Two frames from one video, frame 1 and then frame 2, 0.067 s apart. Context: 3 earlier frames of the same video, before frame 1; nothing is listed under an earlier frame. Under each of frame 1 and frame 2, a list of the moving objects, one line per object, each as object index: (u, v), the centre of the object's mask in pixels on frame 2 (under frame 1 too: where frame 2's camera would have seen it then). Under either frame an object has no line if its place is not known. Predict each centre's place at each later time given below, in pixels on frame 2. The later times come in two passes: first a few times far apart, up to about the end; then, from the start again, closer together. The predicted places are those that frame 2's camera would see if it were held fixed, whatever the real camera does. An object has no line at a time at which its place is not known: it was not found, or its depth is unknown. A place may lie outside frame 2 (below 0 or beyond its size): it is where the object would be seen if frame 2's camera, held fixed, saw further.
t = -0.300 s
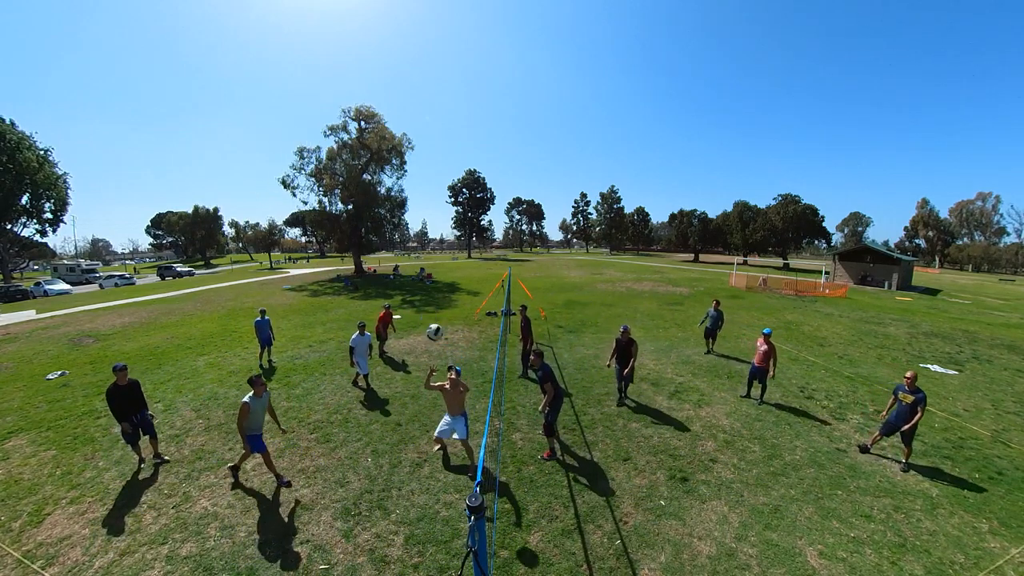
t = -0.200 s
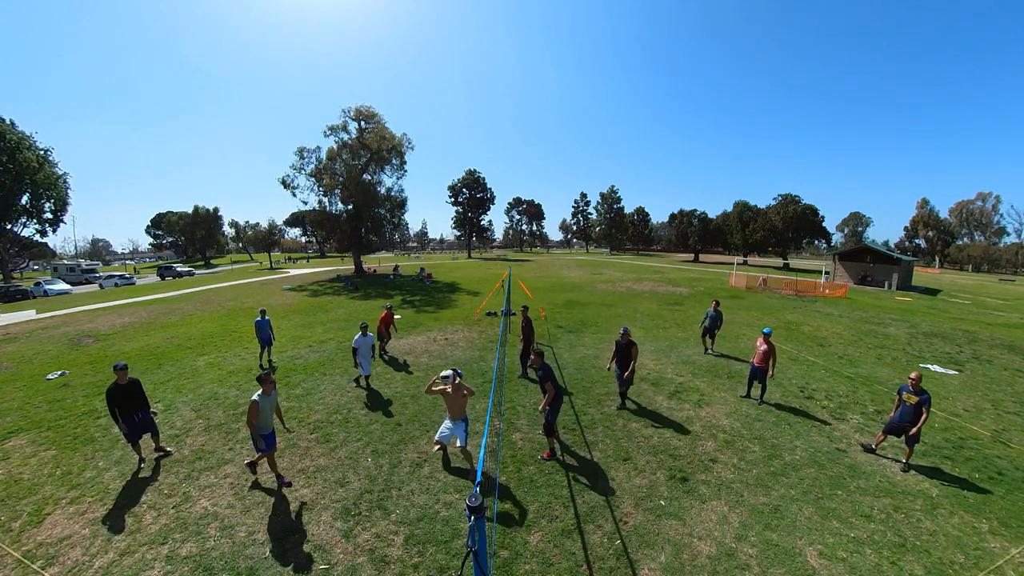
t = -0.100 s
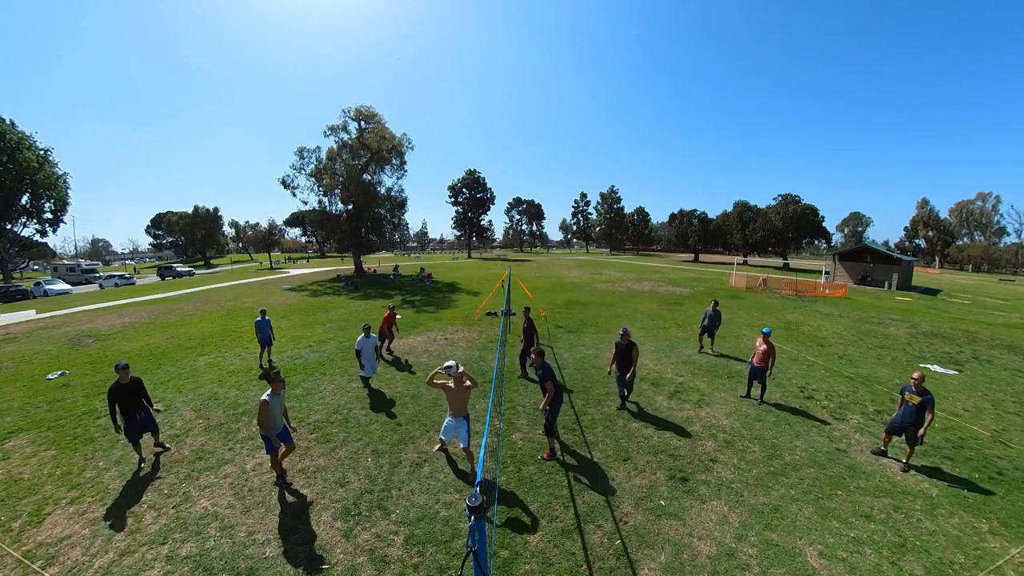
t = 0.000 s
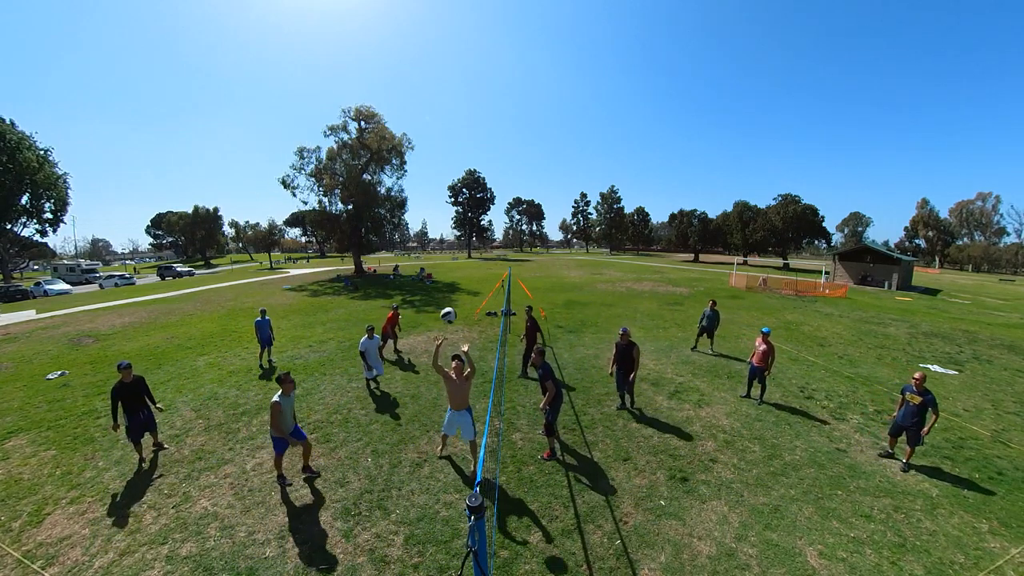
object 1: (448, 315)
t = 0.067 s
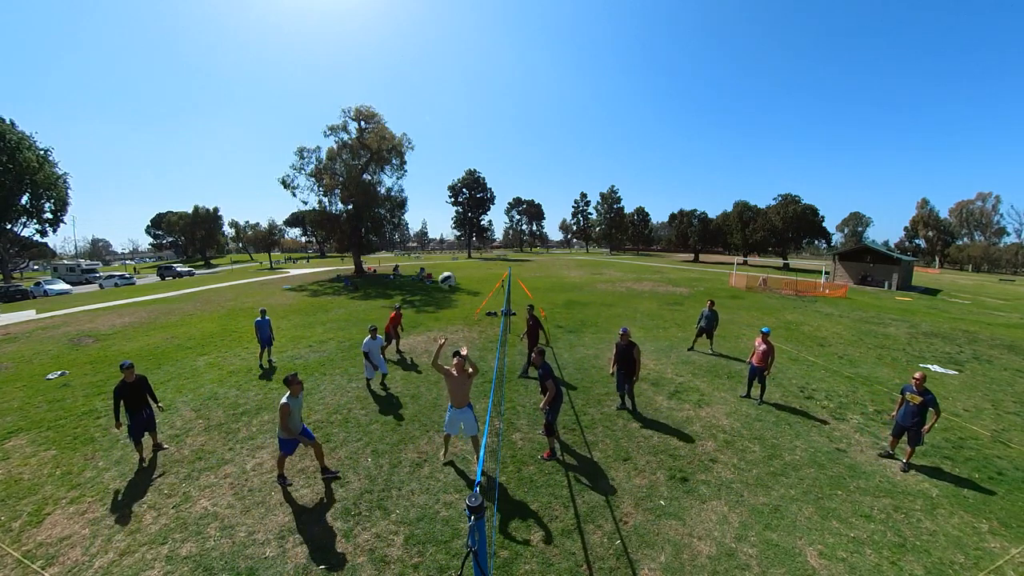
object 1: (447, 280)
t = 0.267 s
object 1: (444, 191)
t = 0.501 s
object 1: (442, 125)
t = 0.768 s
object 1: (441, 103)
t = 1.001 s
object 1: (441, 132)
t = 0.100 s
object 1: (446, 263)
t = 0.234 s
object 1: (444, 204)
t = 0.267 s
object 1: (444, 191)
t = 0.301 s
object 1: (442, 179)
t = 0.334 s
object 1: (443, 168)
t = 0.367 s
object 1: (442, 157)
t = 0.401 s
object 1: (442, 148)
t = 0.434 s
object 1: (442, 139)
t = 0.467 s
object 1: (442, 132)
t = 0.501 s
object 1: (442, 125)
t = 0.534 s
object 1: (442, 119)
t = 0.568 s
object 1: (442, 114)
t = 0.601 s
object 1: (442, 110)
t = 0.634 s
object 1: (442, 107)
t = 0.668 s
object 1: (442, 105)
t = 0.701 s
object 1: (442, 103)
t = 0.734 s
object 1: (442, 103)
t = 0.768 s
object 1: (441, 103)
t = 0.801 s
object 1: (441, 105)
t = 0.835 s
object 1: (441, 107)
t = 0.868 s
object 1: (441, 110)
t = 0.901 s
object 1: (441, 114)
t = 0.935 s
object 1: (441, 119)
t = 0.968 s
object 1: (441, 125)
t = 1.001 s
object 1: (441, 132)
